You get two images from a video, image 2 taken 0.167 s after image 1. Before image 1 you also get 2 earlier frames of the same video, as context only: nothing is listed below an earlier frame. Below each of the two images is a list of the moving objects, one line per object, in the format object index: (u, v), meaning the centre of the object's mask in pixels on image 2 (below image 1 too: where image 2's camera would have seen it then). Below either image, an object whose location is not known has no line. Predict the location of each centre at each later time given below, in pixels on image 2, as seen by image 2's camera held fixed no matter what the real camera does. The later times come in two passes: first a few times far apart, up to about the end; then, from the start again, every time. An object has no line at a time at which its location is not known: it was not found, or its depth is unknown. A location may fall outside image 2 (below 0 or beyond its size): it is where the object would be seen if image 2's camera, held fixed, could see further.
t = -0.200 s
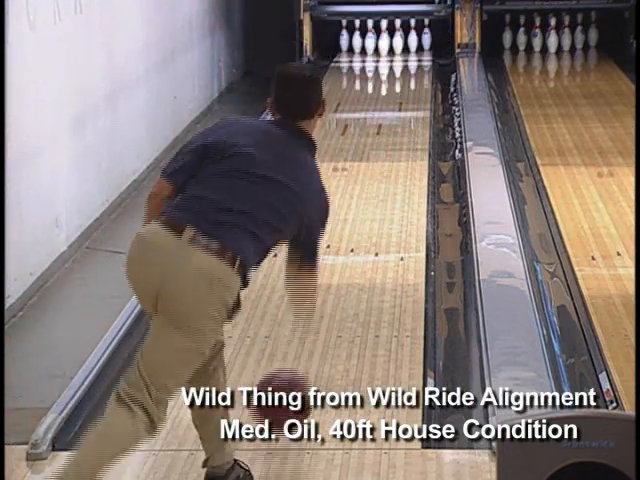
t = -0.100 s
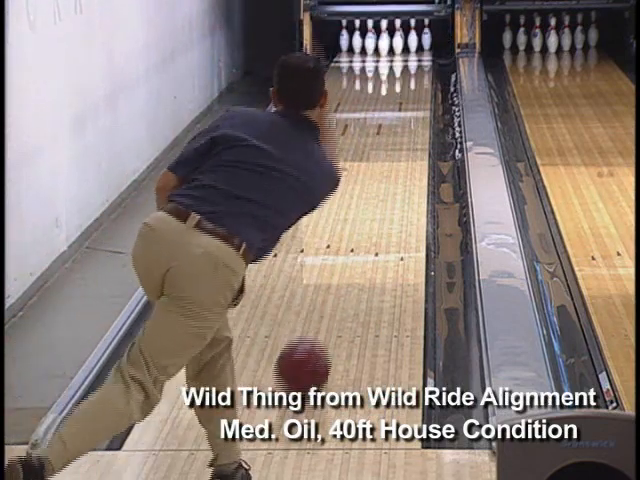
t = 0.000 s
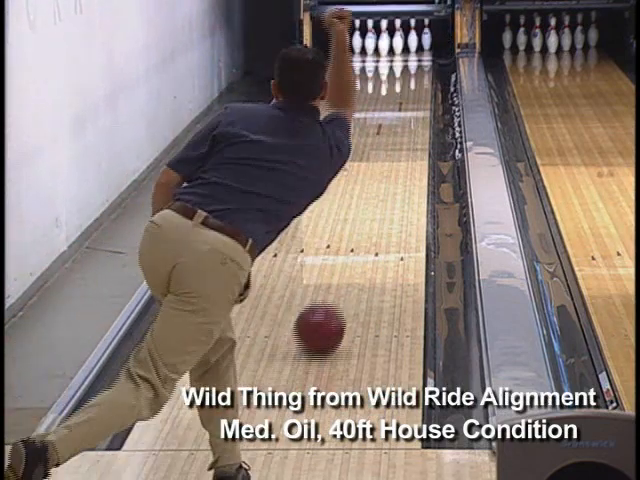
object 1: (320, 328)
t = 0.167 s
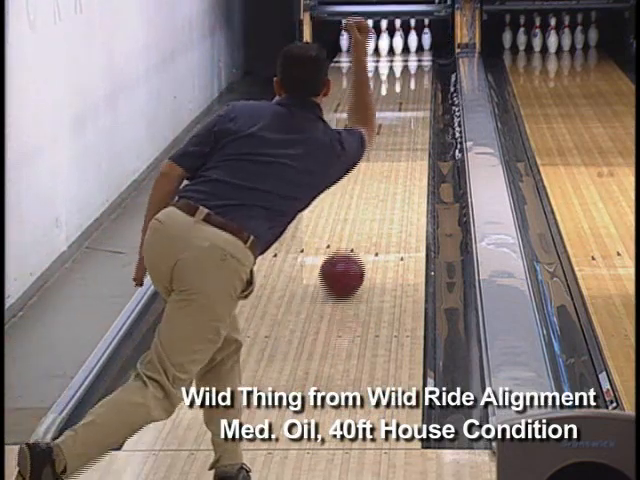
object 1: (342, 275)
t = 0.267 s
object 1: (352, 247)
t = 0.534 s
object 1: (380, 179)
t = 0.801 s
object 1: (390, 148)
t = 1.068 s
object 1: (400, 117)
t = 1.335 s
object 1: (406, 92)
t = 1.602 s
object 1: (406, 72)
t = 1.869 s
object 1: (399, 56)
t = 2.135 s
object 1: (391, 45)
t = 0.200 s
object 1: (346, 264)
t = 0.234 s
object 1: (349, 255)
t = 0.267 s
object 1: (352, 247)
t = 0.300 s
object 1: (356, 238)
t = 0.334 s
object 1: (359, 231)
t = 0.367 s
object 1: (362, 223)
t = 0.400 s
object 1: (365, 216)
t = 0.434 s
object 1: (367, 209)
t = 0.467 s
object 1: (370, 203)
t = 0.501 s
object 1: (372, 201)
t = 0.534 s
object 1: (380, 179)
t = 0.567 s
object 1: (380, 181)
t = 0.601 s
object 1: (379, 179)
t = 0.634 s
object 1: (381, 173)
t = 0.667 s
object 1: (383, 168)
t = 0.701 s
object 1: (385, 163)
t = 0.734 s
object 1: (387, 158)
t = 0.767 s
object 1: (388, 153)
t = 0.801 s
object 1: (390, 148)
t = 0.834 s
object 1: (391, 144)
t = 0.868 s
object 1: (393, 139)
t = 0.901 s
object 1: (394, 135)
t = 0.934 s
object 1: (396, 131)
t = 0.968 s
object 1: (397, 127)
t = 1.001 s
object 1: (398, 124)
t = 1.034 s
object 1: (399, 120)
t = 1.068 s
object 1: (400, 117)
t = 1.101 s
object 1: (402, 113)
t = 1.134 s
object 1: (402, 110)
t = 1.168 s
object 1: (403, 107)
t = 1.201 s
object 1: (404, 103)
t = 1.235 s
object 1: (405, 100)
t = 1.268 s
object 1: (405, 98)
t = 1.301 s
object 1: (406, 95)
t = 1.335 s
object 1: (406, 92)
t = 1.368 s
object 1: (407, 89)
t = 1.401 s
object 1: (407, 87)
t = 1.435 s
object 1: (407, 84)
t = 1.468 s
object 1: (406, 82)
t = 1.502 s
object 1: (406, 79)
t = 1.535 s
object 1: (406, 76)
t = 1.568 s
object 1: (406, 74)
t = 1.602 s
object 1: (406, 72)
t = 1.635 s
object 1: (405, 70)
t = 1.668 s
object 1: (405, 68)
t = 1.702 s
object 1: (404, 66)
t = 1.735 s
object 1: (404, 64)
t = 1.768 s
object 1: (402, 61)
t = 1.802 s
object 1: (401, 60)
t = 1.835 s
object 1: (401, 58)
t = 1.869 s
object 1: (399, 56)
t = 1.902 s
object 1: (398, 55)
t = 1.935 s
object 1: (397, 53)
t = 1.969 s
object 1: (395, 51)
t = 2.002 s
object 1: (393, 49)
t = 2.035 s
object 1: (392, 48)
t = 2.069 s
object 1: (391, 47)
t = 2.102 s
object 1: (391, 46)
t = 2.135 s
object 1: (391, 45)
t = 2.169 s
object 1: (390, 44)
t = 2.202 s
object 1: (390, 43)
